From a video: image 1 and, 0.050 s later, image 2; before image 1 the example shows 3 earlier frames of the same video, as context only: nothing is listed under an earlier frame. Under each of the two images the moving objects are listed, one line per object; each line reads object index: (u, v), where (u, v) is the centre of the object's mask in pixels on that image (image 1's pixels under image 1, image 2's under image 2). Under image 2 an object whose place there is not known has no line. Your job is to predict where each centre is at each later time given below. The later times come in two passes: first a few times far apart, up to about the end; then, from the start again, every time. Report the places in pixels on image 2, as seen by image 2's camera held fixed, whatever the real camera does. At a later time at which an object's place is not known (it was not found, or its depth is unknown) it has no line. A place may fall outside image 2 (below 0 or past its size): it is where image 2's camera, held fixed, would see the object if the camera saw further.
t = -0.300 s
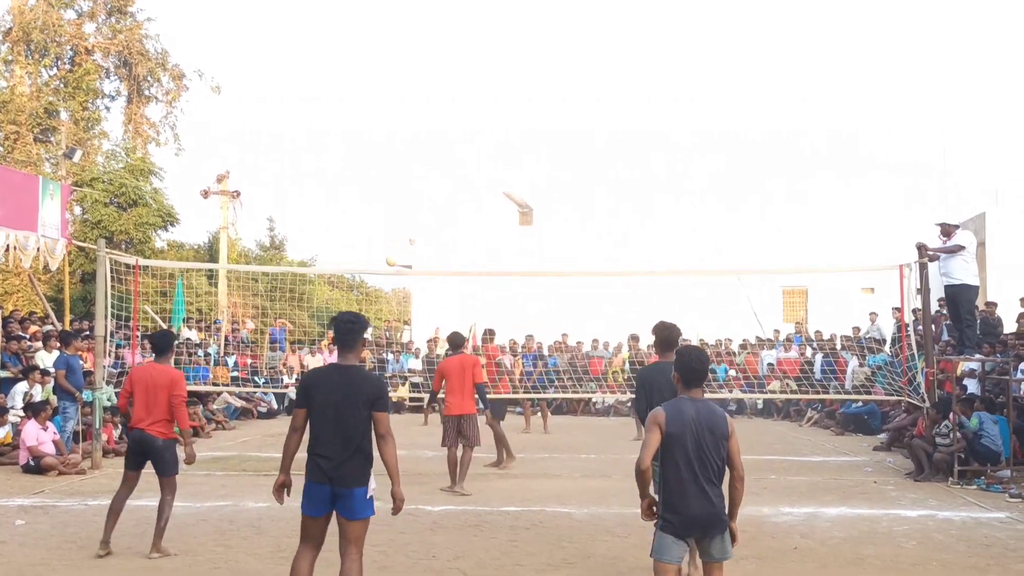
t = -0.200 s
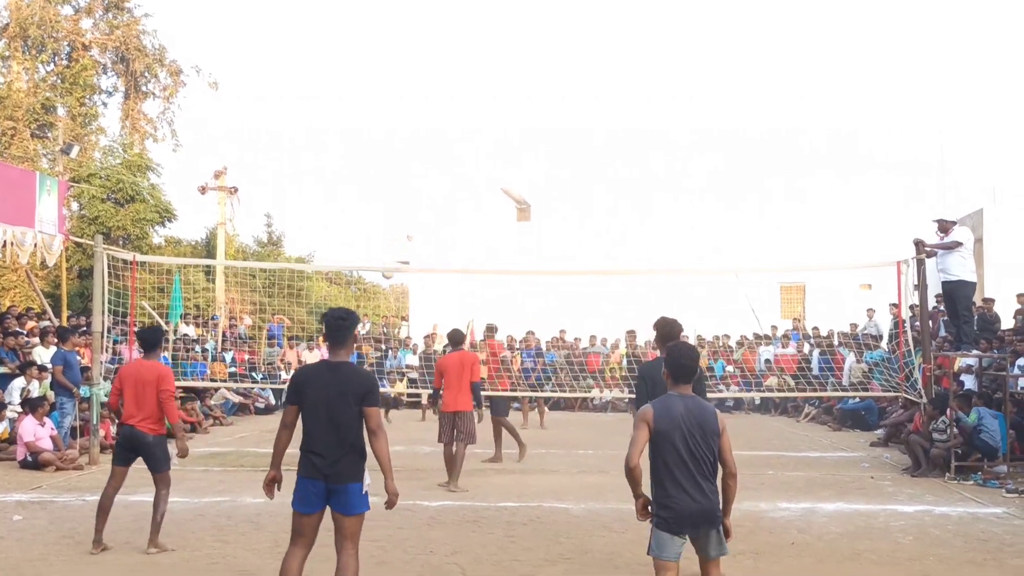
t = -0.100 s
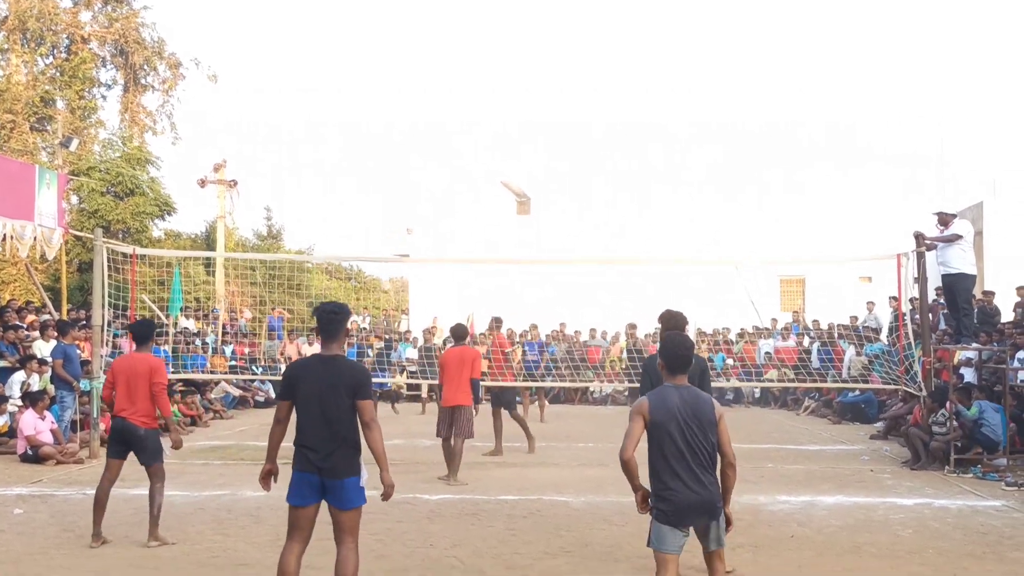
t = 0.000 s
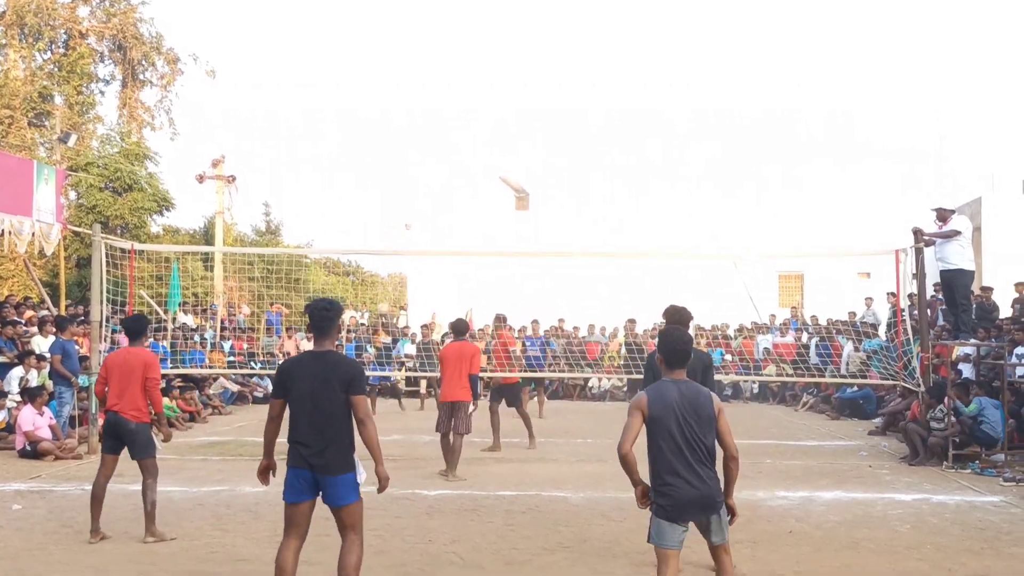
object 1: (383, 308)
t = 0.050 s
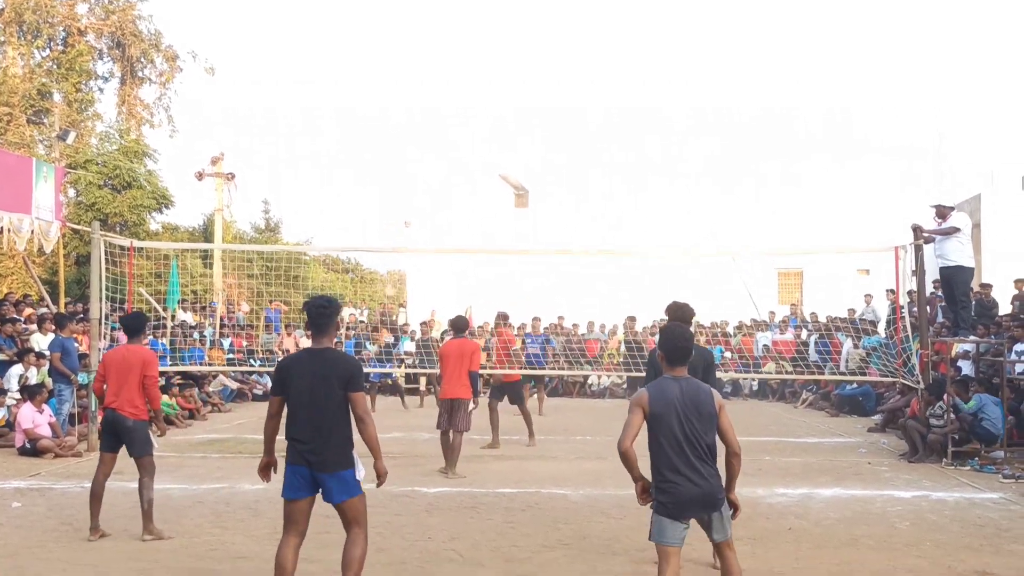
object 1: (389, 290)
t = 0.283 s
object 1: (430, 222)
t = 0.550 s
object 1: (488, 156)
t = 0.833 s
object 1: (589, 132)
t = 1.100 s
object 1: (756, 213)
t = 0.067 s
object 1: (392, 285)
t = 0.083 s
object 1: (395, 280)
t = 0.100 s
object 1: (398, 275)
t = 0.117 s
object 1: (398, 270)
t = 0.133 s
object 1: (401, 266)
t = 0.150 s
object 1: (405, 261)
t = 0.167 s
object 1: (408, 259)
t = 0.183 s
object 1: (411, 250)
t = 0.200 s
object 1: (414, 246)
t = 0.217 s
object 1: (417, 241)
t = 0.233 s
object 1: (421, 236)
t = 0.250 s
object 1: (423, 231)
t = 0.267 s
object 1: (427, 227)
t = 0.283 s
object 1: (430, 222)
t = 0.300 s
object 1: (433, 217)
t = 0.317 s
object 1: (436, 212)
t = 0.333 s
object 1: (439, 208)
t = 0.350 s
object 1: (443, 203)
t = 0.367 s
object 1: (446, 199)
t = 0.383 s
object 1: (449, 195)
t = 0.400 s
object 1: (453, 190)
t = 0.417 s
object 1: (456, 186)
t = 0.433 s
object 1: (460, 182)
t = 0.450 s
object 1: (464, 178)
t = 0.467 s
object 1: (468, 173)
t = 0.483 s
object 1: (472, 170)
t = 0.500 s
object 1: (476, 167)
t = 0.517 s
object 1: (480, 163)
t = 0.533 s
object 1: (484, 159)
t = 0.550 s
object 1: (488, 156)
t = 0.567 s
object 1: (493, 153)
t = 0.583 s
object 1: (497, 150)
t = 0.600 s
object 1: (502, 147)
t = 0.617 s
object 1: (507, 144)
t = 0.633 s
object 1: (512, 141)
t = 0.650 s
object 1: (518, 139)
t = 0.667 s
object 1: (523, 137)
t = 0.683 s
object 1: (529, 135)
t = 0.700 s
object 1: (534, 134)
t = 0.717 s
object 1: (540, 133)
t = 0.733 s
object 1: (547, 131)
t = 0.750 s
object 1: (553, 131)
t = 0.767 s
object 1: (560, 130)
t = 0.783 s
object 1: (567, 131)
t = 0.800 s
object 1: (574, 130)
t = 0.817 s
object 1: (581, 131)
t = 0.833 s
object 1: (589, 132)
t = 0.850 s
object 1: (597, 133)
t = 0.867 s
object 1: (605, 135)
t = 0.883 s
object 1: (614, 137)
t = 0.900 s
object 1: (623, 140)
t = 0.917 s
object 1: (632, 143)
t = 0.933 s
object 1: (641, 147)
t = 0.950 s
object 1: (651, 151)
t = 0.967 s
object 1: (661, 155)
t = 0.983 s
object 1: (671, 161)
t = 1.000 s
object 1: (682, 166)
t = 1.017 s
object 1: (693, 172)
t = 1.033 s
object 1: (705, 179)
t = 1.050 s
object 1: (717, 187)
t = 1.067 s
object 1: (729, 194)
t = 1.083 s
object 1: (742, 203)
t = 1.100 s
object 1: (756, 213)
